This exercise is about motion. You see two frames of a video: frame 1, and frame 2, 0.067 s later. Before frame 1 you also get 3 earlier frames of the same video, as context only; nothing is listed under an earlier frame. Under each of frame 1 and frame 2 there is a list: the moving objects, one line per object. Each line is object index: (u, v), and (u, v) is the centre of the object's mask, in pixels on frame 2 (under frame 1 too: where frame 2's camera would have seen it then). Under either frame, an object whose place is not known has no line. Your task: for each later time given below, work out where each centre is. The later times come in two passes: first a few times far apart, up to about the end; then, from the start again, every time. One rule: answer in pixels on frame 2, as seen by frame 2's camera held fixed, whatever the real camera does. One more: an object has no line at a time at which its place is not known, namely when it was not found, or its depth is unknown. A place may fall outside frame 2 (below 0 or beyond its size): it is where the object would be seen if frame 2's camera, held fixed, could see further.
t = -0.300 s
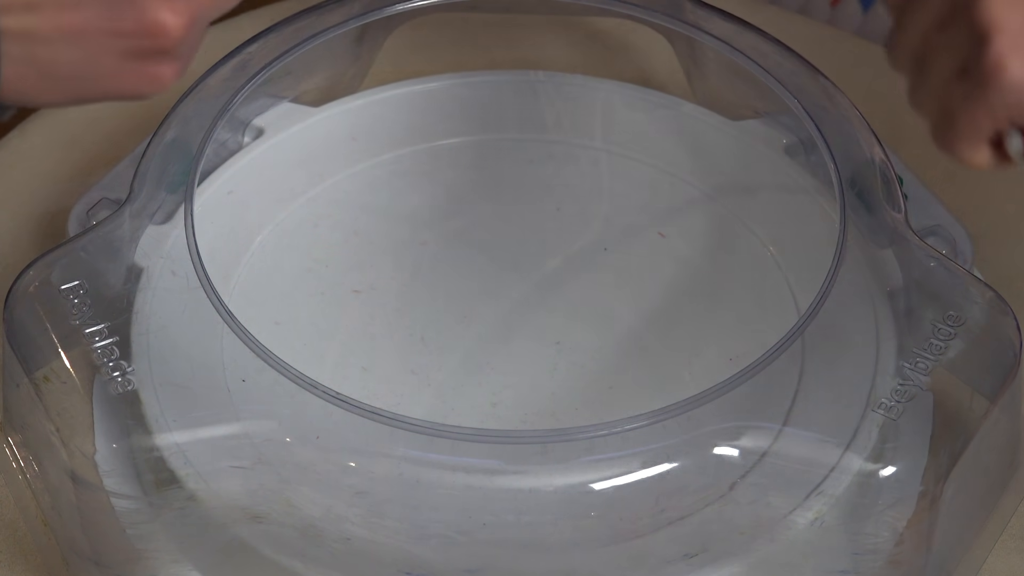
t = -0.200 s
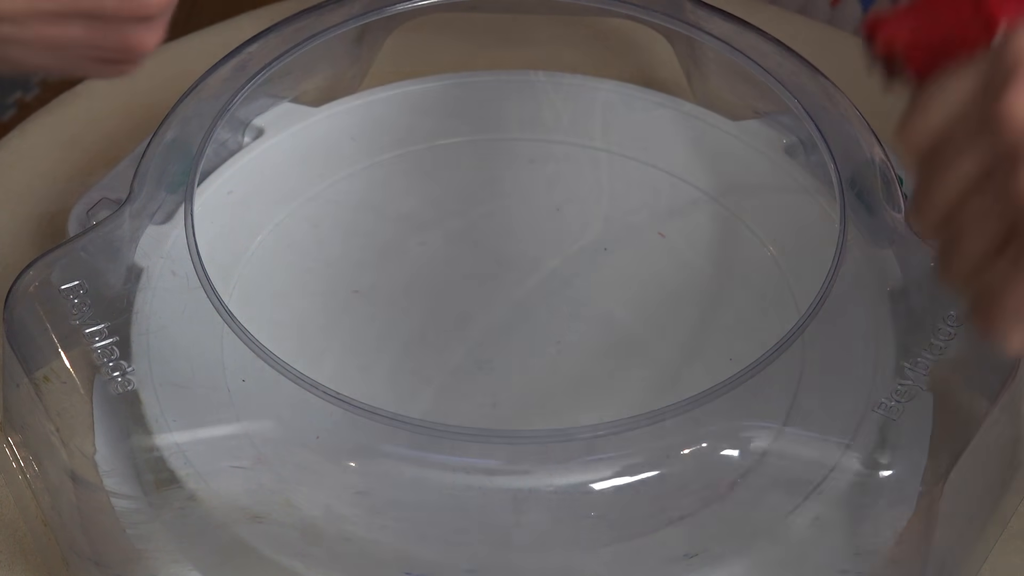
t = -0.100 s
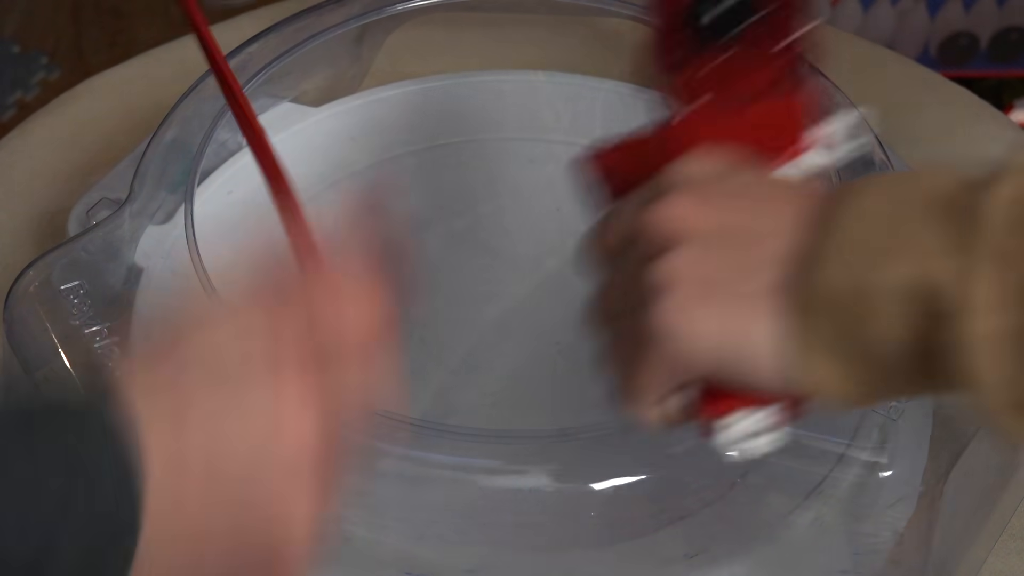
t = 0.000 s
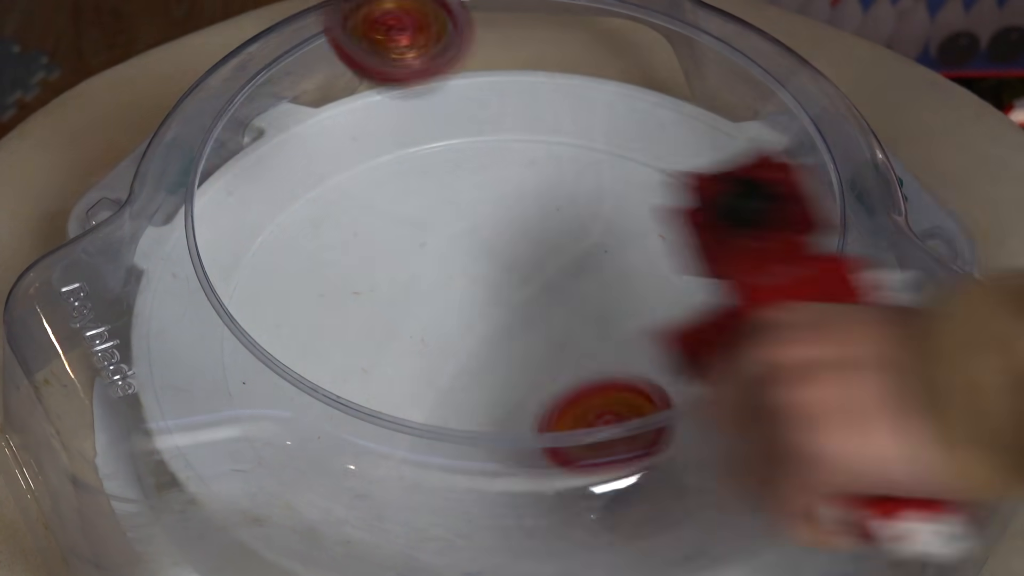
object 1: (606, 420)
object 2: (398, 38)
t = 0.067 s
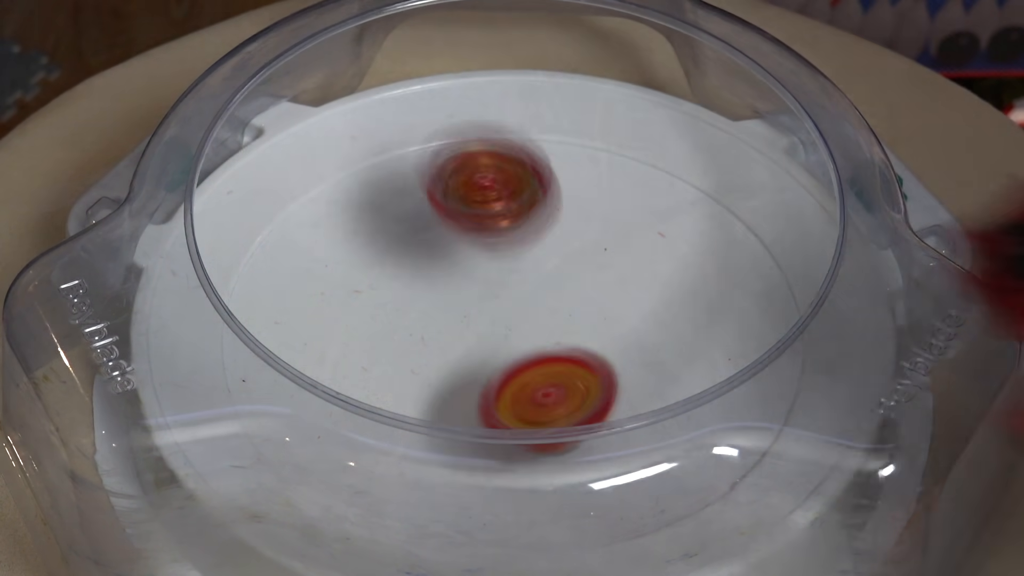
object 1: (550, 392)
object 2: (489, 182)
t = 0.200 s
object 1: (451, 383)
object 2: (615, 202)
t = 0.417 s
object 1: (391, 310)
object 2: (653, 217)
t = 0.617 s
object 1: (436, 313)
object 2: (539, 241)
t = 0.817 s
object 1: (374, 435)
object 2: (534, 232)
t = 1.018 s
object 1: (517, 490)
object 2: (555, 273)
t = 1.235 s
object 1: (726, 329)
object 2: (601, 292)
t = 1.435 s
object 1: (682, 184)
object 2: (540, 233)
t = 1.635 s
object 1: (384, 150)
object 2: (489, 311)
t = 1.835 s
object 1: (259, 362)
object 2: (535, 374)
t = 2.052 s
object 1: (736, 423)
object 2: (649, 345)
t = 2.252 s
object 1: (604, 113)
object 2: (605, 268)
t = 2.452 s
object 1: (190, 369)
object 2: (464, 289)
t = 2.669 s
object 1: (287, 365)
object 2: (452, 385)
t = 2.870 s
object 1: (529, 202)
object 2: (586, 410)
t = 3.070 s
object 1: (641, 104)
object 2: (637, 310)
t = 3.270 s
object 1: (614, 180)
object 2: (503, 246)
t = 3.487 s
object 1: (527, 358)
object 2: (361, 303)
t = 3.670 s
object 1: (536, 430)
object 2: (396, 381)
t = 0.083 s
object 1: (537, 396)
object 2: (508, 231)
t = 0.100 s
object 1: (523, 411)
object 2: (528, 254)
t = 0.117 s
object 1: (509, 412)
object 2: (542, 234)
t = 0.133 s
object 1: (499, 396)
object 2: (558, 219)
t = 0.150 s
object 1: (487, 391)
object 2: (572, 208)
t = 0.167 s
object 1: (475, 389)
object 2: (587, 201)
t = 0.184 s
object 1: (463, 388)
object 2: (602, 200)
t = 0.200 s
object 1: (451, 383)
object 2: (615, 202)
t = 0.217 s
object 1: (441, 379)
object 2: (631, 211)
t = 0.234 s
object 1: (430, 372)
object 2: (641, 216)
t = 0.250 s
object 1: (422, 369)
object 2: (647, 207)
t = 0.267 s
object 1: (415, 359)
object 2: (653, 204)
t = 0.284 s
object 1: (409, 351)
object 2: (658, 203)
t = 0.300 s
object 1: (403, 347)
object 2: (663, 208)
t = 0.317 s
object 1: (398, 343)
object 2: (666, 209)
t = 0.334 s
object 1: (395, 337)
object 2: (667, 210)
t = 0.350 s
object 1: (393, 330)
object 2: (667, 208)
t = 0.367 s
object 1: (391, 324)
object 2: (665, 209)
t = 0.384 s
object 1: (390, 321)
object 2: (663, 213)
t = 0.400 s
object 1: (390, 314)
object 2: (658, 213)
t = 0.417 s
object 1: (391, 310)
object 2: (653, 217)
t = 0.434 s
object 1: (393, 310)
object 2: (646, 218)
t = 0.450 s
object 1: (395, 305)
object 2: (639, 221)
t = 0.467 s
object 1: (397, 304)
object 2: (631, 224)
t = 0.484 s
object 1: (401, 300)
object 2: (622, 227)
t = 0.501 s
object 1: (405, 300)
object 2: (613, 230)
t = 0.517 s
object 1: (410, 301)
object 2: (602, 232)
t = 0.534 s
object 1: (415, 300)
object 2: (592, 235)
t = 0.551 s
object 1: (420, 302)
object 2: (581, 237)
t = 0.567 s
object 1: (425, 304)
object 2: (569, 239)
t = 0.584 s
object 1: (431, 306)
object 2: (557, 240)
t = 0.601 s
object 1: (436, 307)
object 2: (546, 242)
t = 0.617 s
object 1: (436, 313)
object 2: (539, 241)
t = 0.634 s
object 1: (429, 322)
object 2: (538, 239)
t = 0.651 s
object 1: (421, 331)
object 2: (538, 236)
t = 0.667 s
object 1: (413, 341)
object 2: (537, 233)
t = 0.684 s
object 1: (406, 349)
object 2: (538, 230)
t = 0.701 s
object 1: (400, 360)
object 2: (537, 228)
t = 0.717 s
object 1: (395, 367)
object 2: (538, 227)
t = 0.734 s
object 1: (393, 373)
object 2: (537, 226)
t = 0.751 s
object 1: (394, 379)
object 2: (537, 226)
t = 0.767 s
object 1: (381, 399)
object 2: (536, 227)
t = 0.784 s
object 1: (379, 409)
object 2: (536, 228)
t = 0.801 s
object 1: (375, 423)
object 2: (534, 230)
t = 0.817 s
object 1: (374, 435)
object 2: (534, 232)
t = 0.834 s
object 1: (376, 445)
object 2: (532, 235)
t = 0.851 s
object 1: (376, 460)
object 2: (533, 238)
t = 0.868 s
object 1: (384, 465)
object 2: (532, 241)
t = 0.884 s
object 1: (392, 472)
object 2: (533, 244)
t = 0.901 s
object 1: (402, 479)
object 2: (533, 247)
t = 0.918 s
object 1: (414, 483)
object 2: (535, 251)
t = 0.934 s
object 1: (429, 484)
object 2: (537, 254)
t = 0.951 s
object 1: (444, 488)
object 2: (540, 258)
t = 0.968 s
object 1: (462, 490)
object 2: (543, 261)
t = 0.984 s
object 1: (479, 491)
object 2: (546, 265)
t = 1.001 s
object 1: (499, 491)
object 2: (550, 269)
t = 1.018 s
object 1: (517, 490)
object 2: (555, 273)
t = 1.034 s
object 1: (541, 488)
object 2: (560, 277)
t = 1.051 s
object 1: (560, 485)
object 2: (565, 280)
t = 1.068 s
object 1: (585, 480)
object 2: (571, 283)
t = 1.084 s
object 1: (609, 474)
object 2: (576, 286)
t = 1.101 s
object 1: (630, 466)
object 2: (580, 287)
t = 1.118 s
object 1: (654, 456)
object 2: (584, 290)
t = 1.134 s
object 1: (669, 438)
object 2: (588, 292)
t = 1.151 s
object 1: (686, 418)
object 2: (591, 293)
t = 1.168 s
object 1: (698, 406)
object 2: (595, 295)
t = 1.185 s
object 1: (703, 381)
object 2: (598, 296)
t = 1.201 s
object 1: (703, 356)
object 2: (602, 297)
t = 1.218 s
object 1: (714, 341)
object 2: (605, 297)
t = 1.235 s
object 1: (726, 329)
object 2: (601, 292)
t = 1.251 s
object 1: (738, 315)
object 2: (596, 286)
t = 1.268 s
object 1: (749, 302)
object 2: (590, 279)
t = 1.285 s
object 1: (755, 288)
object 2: (586, 273)
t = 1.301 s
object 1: (758, 273)
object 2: (580, 267)
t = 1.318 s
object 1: (758, 260)
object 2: (576, 261)
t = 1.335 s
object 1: (754, 247)
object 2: (570, 254)
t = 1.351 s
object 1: (748, 233)
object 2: (566, 249)
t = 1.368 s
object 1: (740, 223)
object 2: (560, 244)
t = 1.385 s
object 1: (729, 212)
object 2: (555, 241)
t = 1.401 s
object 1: (716, 202)
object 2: (550, 237)
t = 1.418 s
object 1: (700, 192)
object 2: (545, 234)
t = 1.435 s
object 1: (682, 184)
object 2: (540, 233)
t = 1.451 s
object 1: (663, 176)
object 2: (536, 234)
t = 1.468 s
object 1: (642, 170)
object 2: (530, 235)
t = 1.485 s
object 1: (617, 164)
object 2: (525, 237)
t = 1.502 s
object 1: (594, 158)
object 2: (520, 241)
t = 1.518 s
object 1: (571, 154)
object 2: (514, 249)
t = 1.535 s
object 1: (544, 149)
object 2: (508, 256)
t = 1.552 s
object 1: (520, 145)
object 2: (502, 263)
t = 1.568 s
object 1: (494, 144)
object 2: (498, 272)
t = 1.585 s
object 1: (466, 143)
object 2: (495, 281)
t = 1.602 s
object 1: (440, 143)
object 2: (492, 290)
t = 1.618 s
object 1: (412, 146)
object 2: (491, 300)
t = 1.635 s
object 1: (384, 150)
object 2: (489, 311)
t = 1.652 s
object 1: (359, 155)
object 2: (489, 317)
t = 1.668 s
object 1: (333, 161)
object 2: (489, 328)
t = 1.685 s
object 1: (305, 168)
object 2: (490, 333)
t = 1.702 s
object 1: (286, 179)
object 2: (491, 341)
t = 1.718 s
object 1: (268, 195)
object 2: (494, 347)
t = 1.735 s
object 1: (255, 212)
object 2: (498, 352)
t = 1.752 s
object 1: (249, 232)
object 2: (503, 362)
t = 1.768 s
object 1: (247, 255)
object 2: (508, 363)
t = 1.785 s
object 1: (237, 281)
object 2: (515, 366)
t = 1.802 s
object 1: (243, 309)
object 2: (521, 373)
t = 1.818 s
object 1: (252, 336)
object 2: (528, 372)
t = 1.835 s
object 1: (259, 362)
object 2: (535, 374)
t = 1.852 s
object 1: (271, 391)
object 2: (542, 376)
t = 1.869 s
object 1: (283, 420)
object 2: (552, 376)
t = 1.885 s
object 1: (311, 436)
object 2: (560, 375)
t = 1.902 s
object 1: (346, 453)
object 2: (569, 376)
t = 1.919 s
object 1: (385, 473)
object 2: (579, 374)
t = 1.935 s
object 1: (426, 482)
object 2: (587, 374)
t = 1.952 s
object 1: (471, 488)
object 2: (598, 372)
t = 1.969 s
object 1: (521, 491)
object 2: (607, 369)
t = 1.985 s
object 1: (573, 487)
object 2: (617, 365)
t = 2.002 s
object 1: (617, 482)
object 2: (626, 362)
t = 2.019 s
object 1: (660, 469)
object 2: (634, 357)
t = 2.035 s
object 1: (700, 451)
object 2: (642, 352)
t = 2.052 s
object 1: (736, 423)
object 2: (649, 345)
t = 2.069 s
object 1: (757, 392)
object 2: (653, 339)
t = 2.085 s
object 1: (780, 370)
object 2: (656, 333)
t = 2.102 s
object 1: (786, 336)
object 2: (656, 324)
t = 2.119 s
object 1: (787, 306)
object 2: (655, 317)
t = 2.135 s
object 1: (780, 274)
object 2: (654, 309)
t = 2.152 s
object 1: (778, 248)
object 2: (651, 301)
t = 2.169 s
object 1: (763, 222)
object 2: (646, 294)
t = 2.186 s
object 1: (739, 194)
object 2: (640, 287)
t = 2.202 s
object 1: (717, 167)
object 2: (632, 280)
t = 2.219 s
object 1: (683, 144)
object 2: (624, 275)
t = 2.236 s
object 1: (645, 127)
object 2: (616, 270)
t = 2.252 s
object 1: (604, 113)
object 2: (605, 268)
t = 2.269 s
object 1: (559, 108)
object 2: (594, 266)
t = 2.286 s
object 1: (511, 105)
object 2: (583, 264)
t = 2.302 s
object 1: (465, 107)
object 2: (569, 264)
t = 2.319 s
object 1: (414, 119)
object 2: (556, 264)
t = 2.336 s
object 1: (371, 132)
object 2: (543, 266)
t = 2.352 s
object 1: (330, 156)
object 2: (529, 267)
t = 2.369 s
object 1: (290, 182)
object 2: (516, 269)
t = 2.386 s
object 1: (264, 216)
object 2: (505, 272)
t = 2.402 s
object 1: (250, 253)
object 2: (493, 276)
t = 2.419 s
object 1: (219, 297)
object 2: (483, 280)
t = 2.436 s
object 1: (201, 333)
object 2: (472, 286)
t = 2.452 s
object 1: (190, 369)
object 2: (464, 289)
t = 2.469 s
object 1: (193, 405)
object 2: (457, 297)
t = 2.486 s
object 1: (200, 430)
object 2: (448, 305)
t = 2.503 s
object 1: (211, 461)
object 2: (443, 310)
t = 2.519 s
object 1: (218, 457)
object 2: (437, 316)
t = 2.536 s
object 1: (219, 445)
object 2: (432, 324)
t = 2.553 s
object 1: (220, 436)
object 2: (430, 334)
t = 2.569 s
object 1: (223, 427)
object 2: (430, 340)
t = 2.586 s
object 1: (227, 418)
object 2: (431, 348)
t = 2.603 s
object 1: (233, 408)
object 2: (432, 358)
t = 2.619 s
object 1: (241, 399)
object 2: (435, 366)
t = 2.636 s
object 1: (248, 391)
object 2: (438, 373)
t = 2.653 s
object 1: (268, 376)
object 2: (445, 379)
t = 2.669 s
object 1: (287, 365)
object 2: (452, 385)
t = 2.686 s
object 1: (308, 356)
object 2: (460, 389)
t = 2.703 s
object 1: (332, 344)
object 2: (469, 394)
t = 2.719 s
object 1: (352, 336)
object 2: (481, 397)
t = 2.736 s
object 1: (374, 323)
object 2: (491, 415)
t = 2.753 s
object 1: (395, 309)
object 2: (503, 416)
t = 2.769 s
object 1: (417, 295)
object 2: (517, 420)
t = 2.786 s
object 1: (438, 280)
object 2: (527, 420)
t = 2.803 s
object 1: (457, 265)
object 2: (540, 420)
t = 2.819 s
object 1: (476, 249)
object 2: (553, 420)
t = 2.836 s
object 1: (494, 234)
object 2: (564, 416)
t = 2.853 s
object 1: (512, 216)
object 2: (574, 415)
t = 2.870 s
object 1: (529, 202)
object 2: (586, 410)
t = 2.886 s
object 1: (544, 185)
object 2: (594, 403)
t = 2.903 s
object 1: (558, 172)
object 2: (600, 391)
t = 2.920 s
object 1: (571, 157)
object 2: (610, 386)
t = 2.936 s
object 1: (584, 146)
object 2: (619, 381)
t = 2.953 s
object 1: (595, 135)
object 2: (627, 375)
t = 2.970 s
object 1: (606, 124)
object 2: (633, 369)
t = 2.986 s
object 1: (615, 116)
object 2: (640, 361)
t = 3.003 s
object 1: (622, 109)
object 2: (643, 351)
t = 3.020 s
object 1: (628, 105)
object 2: (644, 341)
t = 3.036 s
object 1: (634, 105)
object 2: (644, 331)
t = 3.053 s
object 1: (638, 104)
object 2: (641, 320)
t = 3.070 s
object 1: (641, 104)
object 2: (637, 310)
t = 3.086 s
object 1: (644, 105)
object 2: (630, 301)
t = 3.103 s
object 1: (646, 106)
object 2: (623, 292)
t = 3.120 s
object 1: (647, 108)
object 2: (615, 283)
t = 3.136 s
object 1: (647, 112)
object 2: (605, 275)
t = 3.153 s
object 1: (647, 113)
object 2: (592, 268)
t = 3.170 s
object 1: (646, 118)
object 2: (581, 262)
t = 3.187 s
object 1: (644, 127)
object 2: (569, 256)
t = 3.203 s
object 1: (640, 136)
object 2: (553, 253)
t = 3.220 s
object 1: (635, 145)
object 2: (542, 249)
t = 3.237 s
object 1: (629, 157)
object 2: (531, 246)
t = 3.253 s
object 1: (621, 166)
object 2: (518, 247)
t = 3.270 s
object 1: (614, 180)
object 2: (503, 246)
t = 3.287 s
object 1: (605, 196)
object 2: (490, 244)
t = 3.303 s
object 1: (597, 209)
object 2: (477, 247)
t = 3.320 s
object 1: (589, 224)
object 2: (462, 248)
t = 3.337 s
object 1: (583, 238)
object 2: (445, 251)
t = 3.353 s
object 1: (576, 253)
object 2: (432, 252)
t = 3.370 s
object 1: (570, 266)
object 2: (420, 257)
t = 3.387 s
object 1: (563, 282)
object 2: (407, 261)
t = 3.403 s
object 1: (556, 295)
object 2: (397, 264)
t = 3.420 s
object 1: (550, 309)
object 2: (387, 273)
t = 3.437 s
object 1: (544, 319)
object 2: (377, 279)
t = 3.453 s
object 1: (538, 335)
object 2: (371, 285)
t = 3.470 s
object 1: (532, 346)
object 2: (366, 291)
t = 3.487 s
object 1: (527, 358)
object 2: (361, 303)
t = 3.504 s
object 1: (522, 369)
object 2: (357, 311)
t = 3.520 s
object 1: (519, 375)
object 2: (355, 320)
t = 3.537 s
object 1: (515, 381)
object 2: (355, 327)
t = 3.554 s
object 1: (512, 384)
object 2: (356, 336)
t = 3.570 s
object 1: (510, 388)
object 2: (358, 344)
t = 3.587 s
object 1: (509, 403)
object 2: (362, 353)
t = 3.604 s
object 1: (509, 408)
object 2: (369, 360)
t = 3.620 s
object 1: (509, 416)
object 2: (377, 367)
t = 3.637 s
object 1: (513, 424)
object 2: (386, 373)
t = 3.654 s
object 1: (524, 430)
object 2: (389, 377)
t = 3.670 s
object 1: (536, 430)
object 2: (396, 381)
